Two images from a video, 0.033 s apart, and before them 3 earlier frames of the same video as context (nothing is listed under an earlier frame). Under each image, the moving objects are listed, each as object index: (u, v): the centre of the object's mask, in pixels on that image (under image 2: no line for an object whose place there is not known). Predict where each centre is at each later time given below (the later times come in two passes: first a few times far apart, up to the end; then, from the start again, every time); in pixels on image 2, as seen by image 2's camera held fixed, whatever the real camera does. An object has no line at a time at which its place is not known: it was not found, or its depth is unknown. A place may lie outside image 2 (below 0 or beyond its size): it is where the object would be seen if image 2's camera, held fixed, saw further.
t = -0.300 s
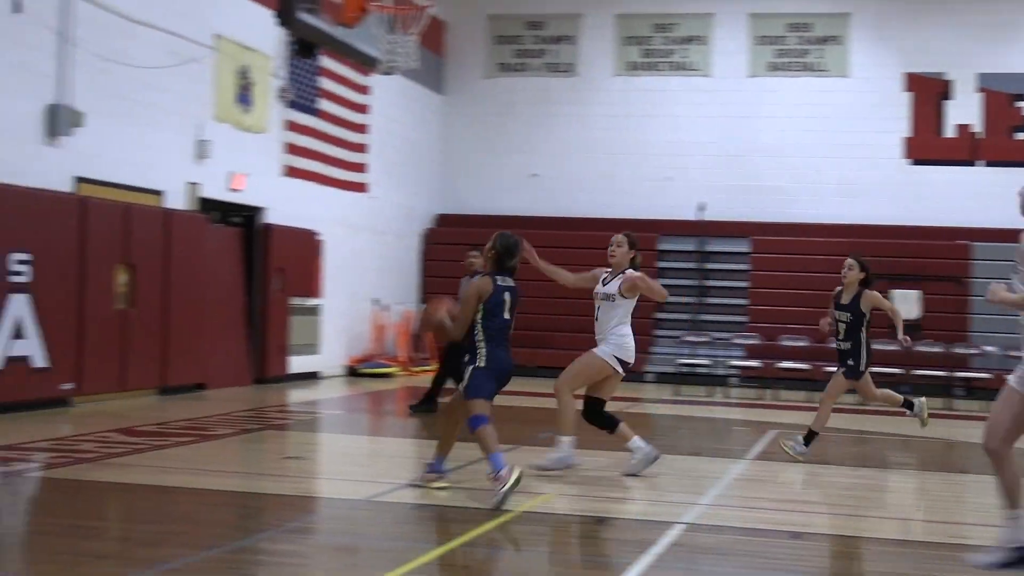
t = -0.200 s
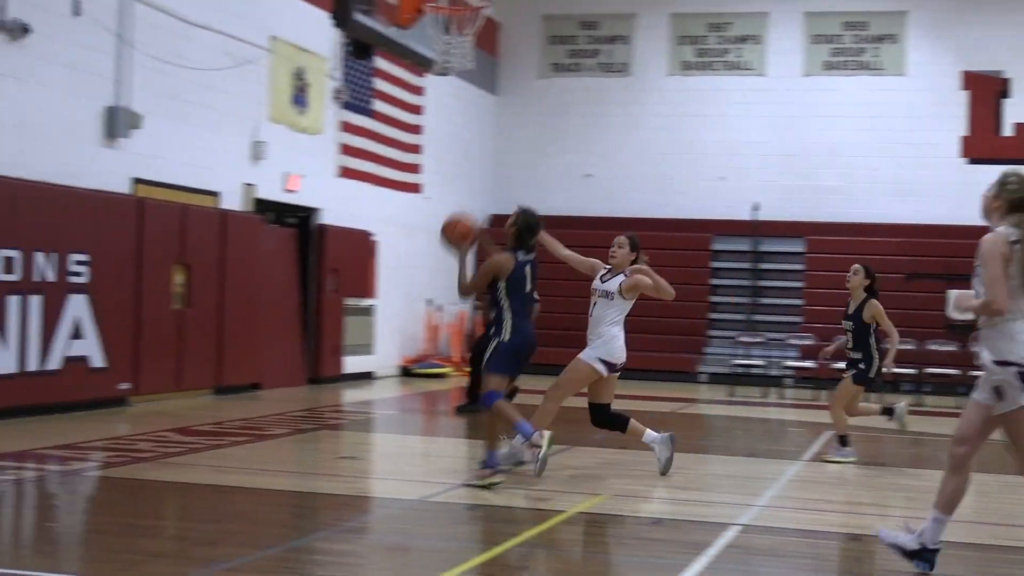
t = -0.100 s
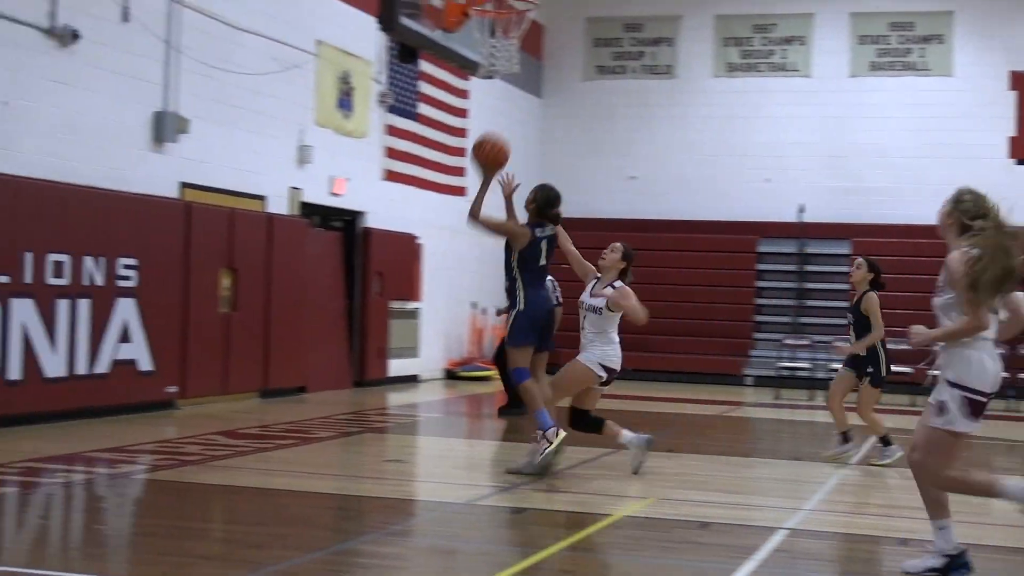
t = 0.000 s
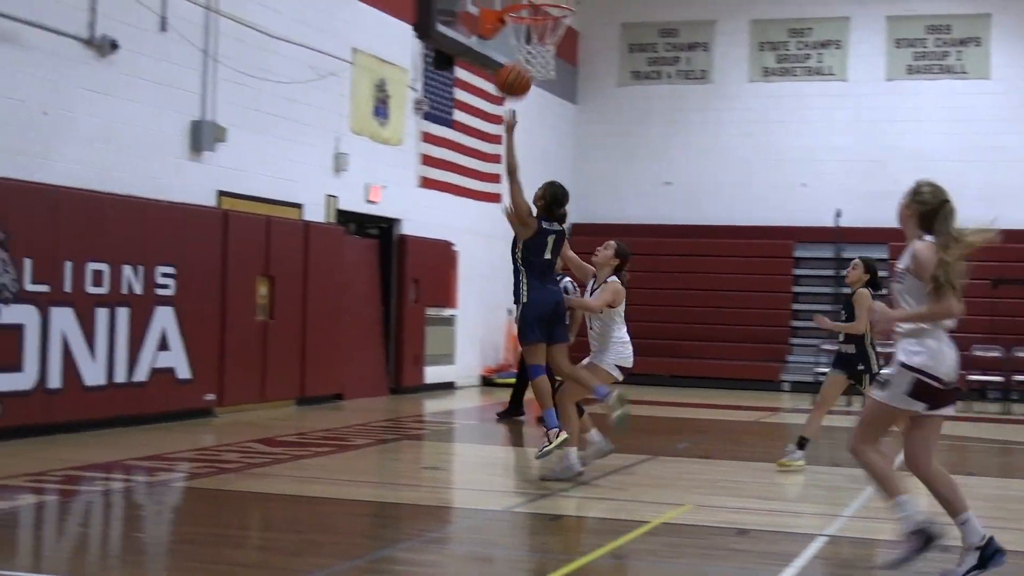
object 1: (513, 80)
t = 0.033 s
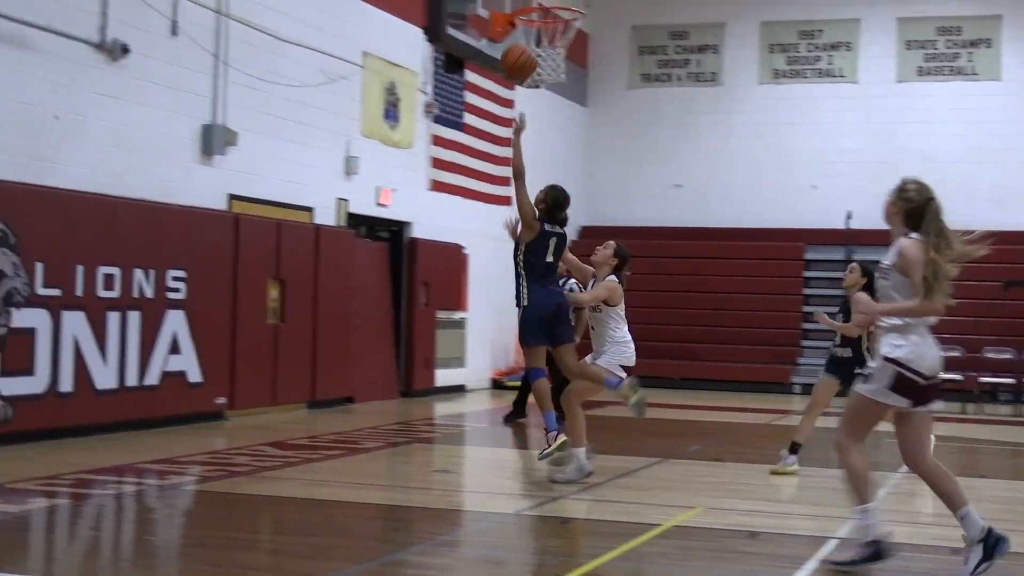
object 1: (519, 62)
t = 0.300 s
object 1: (502, -40)
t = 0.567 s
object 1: (569, -4)
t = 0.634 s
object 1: (558, 2)
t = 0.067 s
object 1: (515, 42)
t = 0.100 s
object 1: (509, 24)
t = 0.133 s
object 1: (506, 7)
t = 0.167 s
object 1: (502, -4)
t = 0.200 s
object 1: (497, -16)
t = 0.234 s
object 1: (493, -26)
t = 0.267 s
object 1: (494, -35)
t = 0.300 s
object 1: (502, -40)
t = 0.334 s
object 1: (511, -41)
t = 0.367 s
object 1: (519, -40)
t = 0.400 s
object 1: (528, -37)
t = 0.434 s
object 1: (536, -33)
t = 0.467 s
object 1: (544, -27)
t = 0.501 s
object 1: (552, -20)
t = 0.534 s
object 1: (561, -11)
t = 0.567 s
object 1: (569, -4)
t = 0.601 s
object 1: (567, 0)
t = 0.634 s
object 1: (558, 2)
